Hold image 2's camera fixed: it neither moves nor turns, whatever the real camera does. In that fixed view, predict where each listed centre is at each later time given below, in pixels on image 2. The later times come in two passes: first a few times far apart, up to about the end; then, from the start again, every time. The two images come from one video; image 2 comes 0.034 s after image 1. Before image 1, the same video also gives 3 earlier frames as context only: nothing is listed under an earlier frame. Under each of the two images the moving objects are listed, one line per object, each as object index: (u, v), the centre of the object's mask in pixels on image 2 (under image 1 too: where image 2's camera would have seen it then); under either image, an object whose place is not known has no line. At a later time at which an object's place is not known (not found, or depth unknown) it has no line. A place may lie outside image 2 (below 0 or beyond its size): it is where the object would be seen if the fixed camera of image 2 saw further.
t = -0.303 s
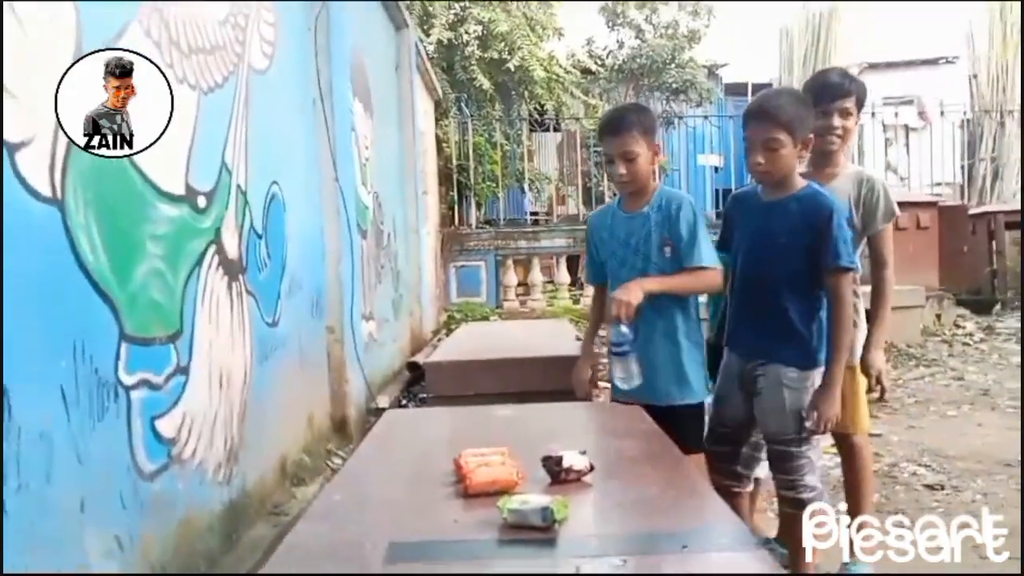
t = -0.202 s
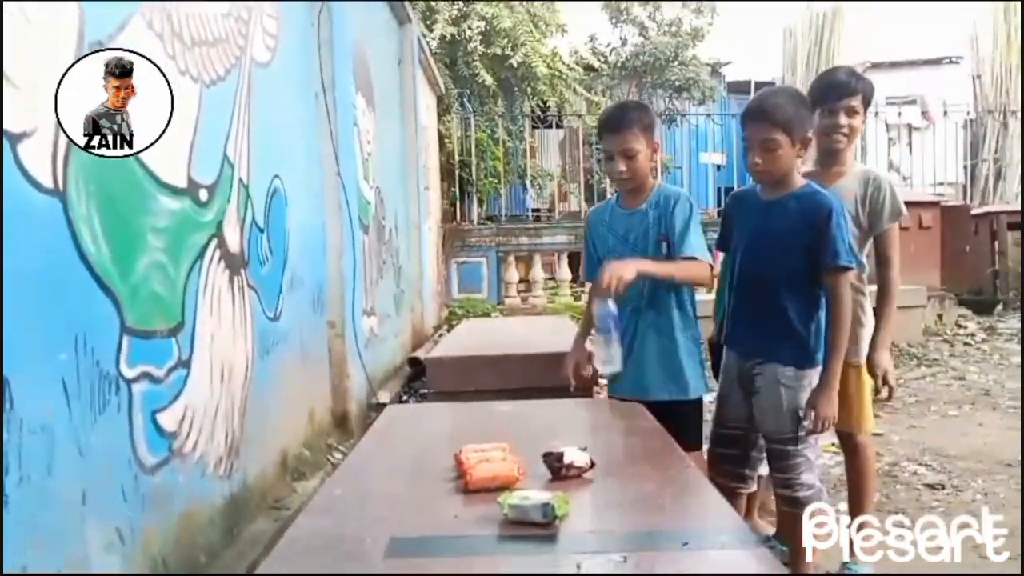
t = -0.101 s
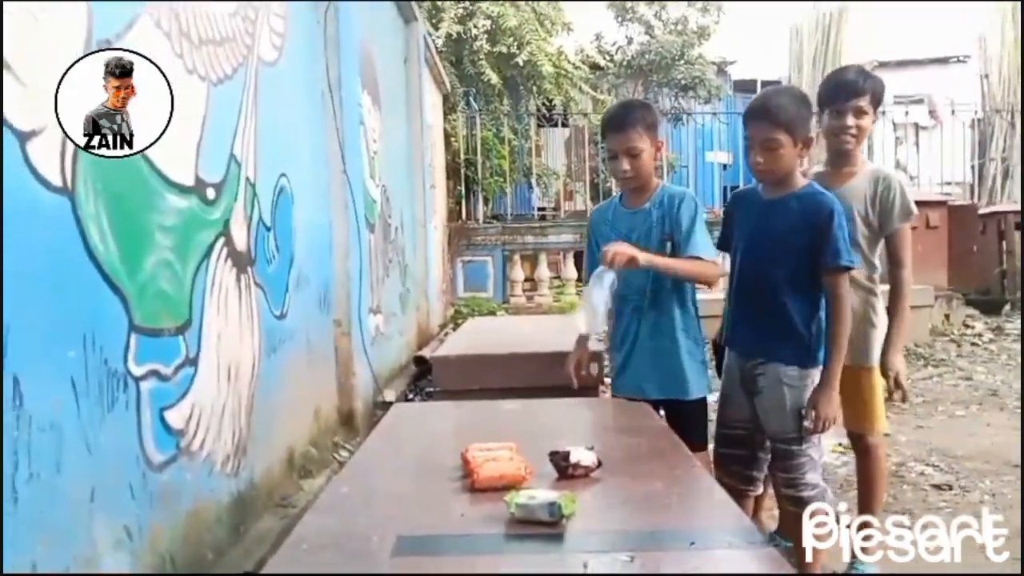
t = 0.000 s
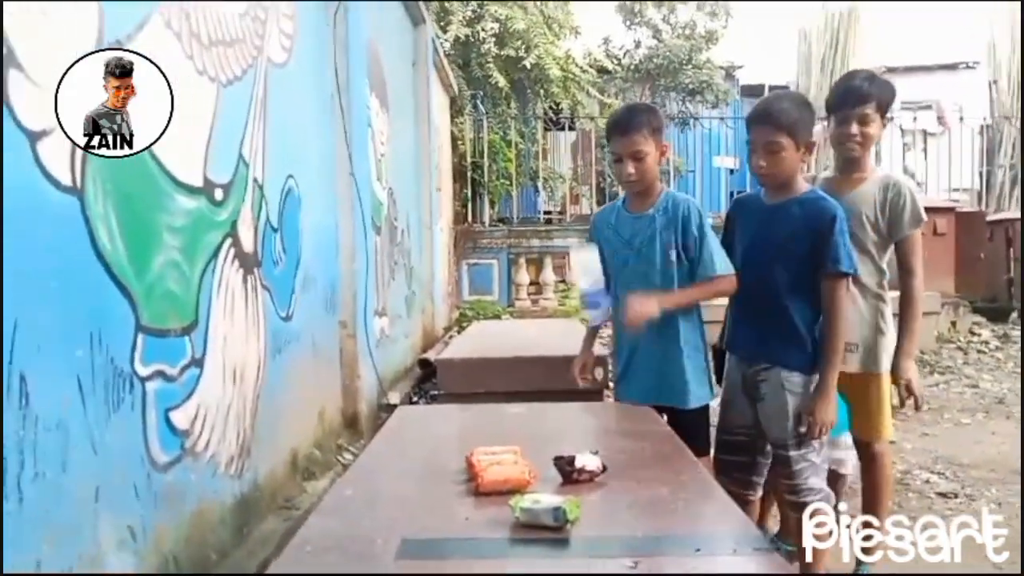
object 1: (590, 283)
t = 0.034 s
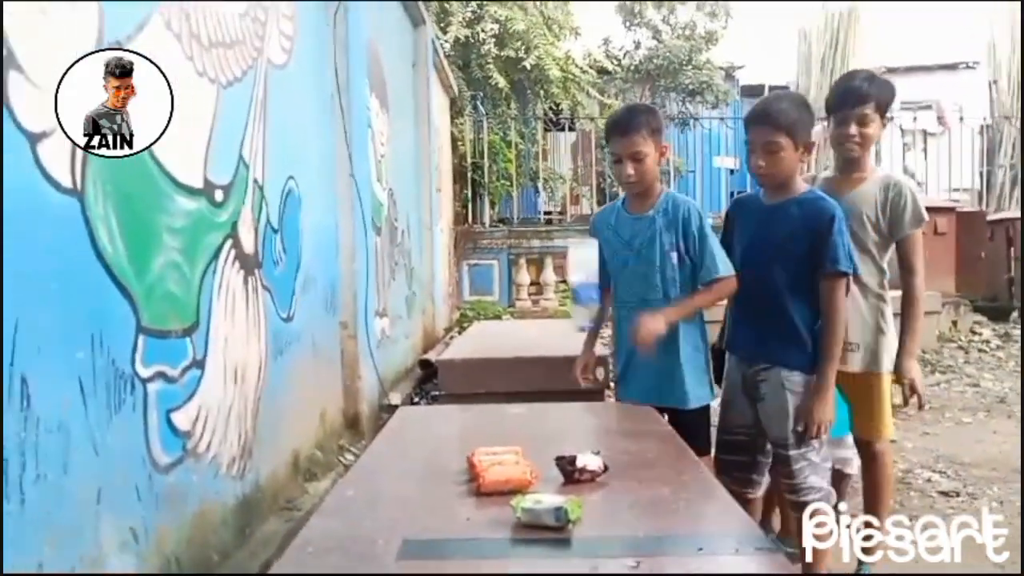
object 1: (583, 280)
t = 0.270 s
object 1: (557, 354)
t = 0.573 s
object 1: (531, 426)
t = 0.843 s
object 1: (543, 428)
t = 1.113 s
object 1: (555, 430)
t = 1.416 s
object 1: (564, 433)
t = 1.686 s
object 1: (565, 435)
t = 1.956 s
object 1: (564, 434)
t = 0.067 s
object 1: (578, 276)
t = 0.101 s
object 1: (572, 275)
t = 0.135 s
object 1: (570, 273)
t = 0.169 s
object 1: (567, 284)
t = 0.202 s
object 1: (562, 293)
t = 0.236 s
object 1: (560, 323)
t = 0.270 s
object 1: (557, 354)
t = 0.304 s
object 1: (553, 386)
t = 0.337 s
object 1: (549, 388)
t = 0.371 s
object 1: (545, 390)
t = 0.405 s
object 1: (542, 393)
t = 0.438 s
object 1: (540, 396)
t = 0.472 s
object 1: (537, 401)
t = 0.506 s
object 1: (533, 408)
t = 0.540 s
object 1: (529, 422)
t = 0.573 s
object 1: (531, 426)
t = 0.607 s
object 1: (533, 427)
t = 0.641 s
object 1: (534, 427)
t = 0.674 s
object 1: (536, 427)
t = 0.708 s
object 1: (537, 427)
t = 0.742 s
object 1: (539, 427)
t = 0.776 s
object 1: (540, 427)
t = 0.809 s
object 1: (540, 426)
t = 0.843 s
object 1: (543, 428)
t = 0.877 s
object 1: (545, 428)
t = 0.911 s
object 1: (546, 428)
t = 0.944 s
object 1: (548, 427)
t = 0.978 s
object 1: (550, 426)
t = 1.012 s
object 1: (550, 427)
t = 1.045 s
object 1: (551, 429)
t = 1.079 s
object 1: (552, 430)
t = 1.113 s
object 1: (555, 430)
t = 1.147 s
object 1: (559, 431)
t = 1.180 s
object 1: (562, 432)
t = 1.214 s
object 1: (562, 432)
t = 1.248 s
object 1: (562, 431)
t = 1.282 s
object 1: (560, 431)
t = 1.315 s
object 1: (564, 431)
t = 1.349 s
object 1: (566, 432)
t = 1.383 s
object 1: (565, 433)
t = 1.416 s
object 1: (564, 433)
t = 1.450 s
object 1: (563, 433)
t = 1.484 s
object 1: (563, 433)
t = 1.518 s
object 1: (563, 434)
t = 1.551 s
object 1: (564, 434)
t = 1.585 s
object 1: (564, 435)
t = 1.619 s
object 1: (563, 436)
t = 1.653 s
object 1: (561, 435)
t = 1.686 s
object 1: (565, 435)
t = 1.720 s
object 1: (566, 434)
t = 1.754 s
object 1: (566, 435)
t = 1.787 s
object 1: (565, 434)
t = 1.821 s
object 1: (563, 433)
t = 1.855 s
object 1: (563, 434)
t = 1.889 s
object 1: (563, 434)
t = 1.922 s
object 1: (564, 434)
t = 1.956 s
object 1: (564, 434)
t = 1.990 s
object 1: (564, 434)
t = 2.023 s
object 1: (563, 434)
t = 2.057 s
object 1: (563, 435)
